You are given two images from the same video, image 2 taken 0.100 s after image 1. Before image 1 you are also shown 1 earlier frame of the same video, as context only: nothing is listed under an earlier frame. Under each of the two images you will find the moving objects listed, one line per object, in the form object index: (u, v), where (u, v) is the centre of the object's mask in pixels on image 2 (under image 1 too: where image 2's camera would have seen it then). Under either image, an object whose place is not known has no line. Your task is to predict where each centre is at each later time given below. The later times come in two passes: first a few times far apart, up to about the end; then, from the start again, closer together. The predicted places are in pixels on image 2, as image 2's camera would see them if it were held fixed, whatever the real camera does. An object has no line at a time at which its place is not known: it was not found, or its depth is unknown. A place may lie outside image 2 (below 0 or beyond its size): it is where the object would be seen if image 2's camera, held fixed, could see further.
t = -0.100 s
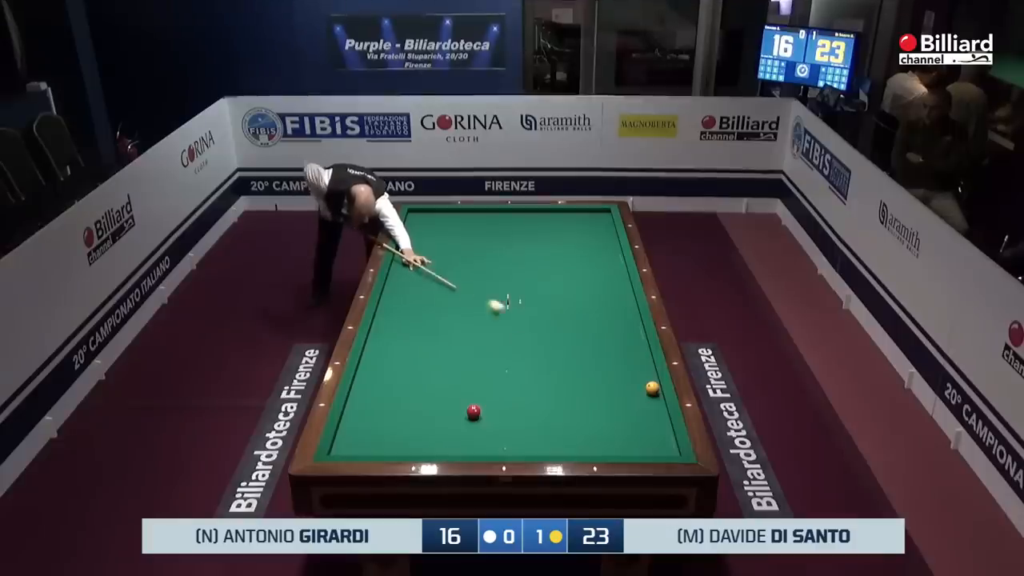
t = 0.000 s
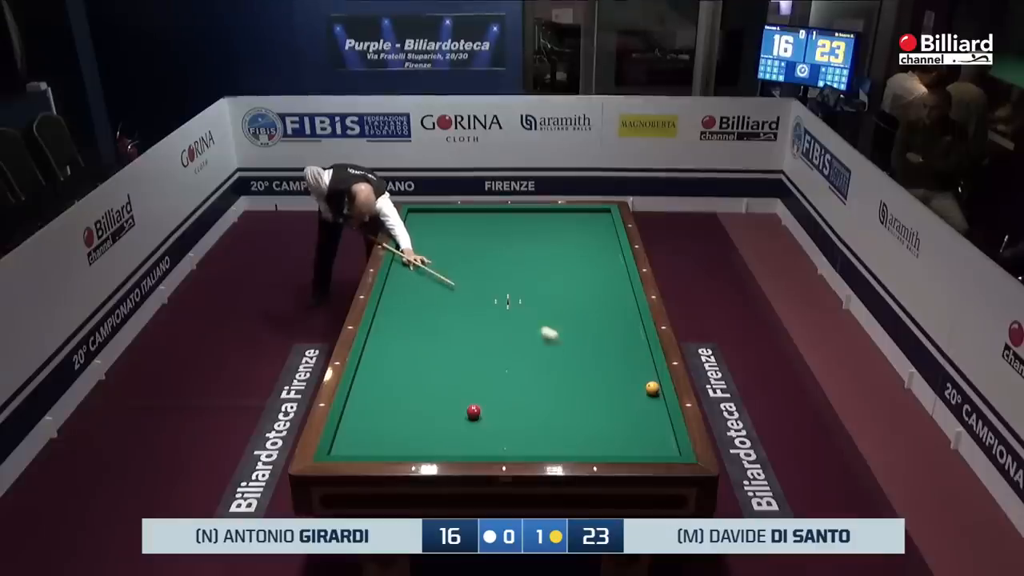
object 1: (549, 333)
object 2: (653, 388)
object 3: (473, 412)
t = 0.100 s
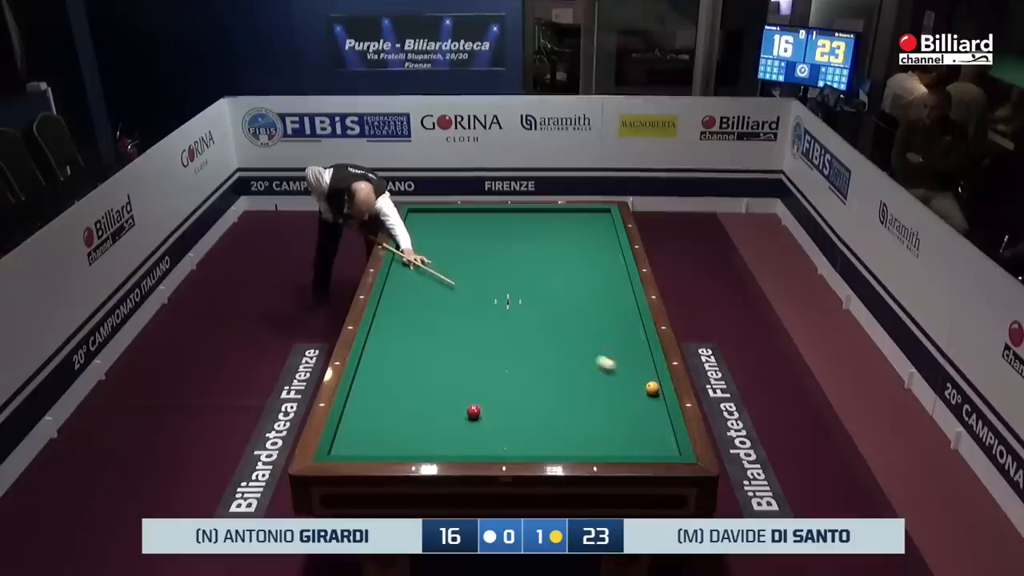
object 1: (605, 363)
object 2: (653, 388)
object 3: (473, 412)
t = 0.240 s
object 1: (643, 384)
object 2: (631, 407)
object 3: (473, 412)
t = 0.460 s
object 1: (645, 385)
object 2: (546, 450)
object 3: (473, 412)
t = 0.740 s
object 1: (647, 385)
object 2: (456, 418)
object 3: (474, 407)
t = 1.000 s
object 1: (648, 386)
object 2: (381, 409)
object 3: (475, 389)
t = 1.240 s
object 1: (649, 387)
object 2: (379, 395)
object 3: (476, 374)
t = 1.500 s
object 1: (649, 387)
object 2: (424, 377)
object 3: (477, 359)
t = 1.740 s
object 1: (649, 387)
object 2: (459, 362)
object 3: (478, 346)
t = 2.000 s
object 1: (649, 387)
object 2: (495, 347)
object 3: (479, 334)
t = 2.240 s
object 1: (649, 386)
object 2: (526, 334)
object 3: (480, 323)
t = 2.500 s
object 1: (650, 386)
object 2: (557, 321)
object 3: (481, 312)
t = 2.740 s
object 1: (650, 387)
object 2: (583, 310)
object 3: (482, 302)
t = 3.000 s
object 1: (650, 387)
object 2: (611, 299)
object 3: (483, 293)
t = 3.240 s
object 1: (649, 387)
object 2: (624, 290)
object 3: (484, 285)
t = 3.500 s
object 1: (650, 387)
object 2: (608, 284)
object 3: (486, 277)
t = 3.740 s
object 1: (650, 387)
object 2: (595, 279)
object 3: (486, 270)
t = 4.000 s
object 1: (650, 387)
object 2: (581, 273)
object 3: (488, 262)
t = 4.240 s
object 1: (650, 387)
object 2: (569, 269)
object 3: (489, 256)
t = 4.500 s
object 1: (650, 387)
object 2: (557, 264)
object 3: (489, 250)
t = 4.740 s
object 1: (650, 386)
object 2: (547, 259)
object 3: (490, 244)
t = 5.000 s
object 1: (650, 386)
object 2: (536, 255)
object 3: (491, 239)
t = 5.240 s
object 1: (650, 387)
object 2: (527, 251)
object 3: (492, 234)
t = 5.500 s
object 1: (650, 387)
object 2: (517, 248)
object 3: (493, 229)
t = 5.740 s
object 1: (650, 386)
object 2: (508, 244)
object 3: (493, 225)
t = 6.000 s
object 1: (650, 387)
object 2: (500, 241)
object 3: (494, 221)
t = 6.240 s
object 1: (650, 387)
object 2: (492, 238)
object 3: (495, 217)
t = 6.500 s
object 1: (650, 386)
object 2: (484, 235)
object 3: (495, 214)
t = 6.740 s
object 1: (650, 386)
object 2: (478, 232)
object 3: (496, 211)
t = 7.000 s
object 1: (650, 386)
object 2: (471, 230)
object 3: (495, 212)
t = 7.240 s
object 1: (650, 386)
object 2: (465, 228)
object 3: (496, 213)
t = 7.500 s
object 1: (650, 386)
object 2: (459, 225)
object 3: (496, 216)
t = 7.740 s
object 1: (650, 386)
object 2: (454, 224)
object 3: (496, 217)
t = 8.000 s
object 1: (650, 387)
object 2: (448, 222)
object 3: (496, 219)
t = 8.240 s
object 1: (650, 386)
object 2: (444, 220)
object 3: (496, 220)
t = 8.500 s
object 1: (650, 386)
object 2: (439, 219)
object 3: (497, 222)
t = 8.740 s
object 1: (650, 387)
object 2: (435, 217)
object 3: (497, 223)
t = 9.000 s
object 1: (650, 386)
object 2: (431, 216)
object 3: (497, 224)
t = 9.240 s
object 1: (650, 386)
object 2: (428, 214)
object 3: (497, 225)
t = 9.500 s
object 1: (650, 387)
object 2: (424, 213)
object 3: (497, 226)
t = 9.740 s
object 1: (650, 386)
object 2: (422, 212)
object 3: (497, 226)
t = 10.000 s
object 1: (650, 387)
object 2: (419, 212)
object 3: (496, 227)
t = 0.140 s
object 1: (630, 376)
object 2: (652, 388)
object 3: (473, 412)
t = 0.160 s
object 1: (640, 382)
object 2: (653, 389)
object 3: (473, 412)
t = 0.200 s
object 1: (642, 383)
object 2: (646, 398)
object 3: (473, 412)
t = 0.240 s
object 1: (643, 384)
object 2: (631, 407)
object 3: (473, 412)
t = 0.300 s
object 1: (643, 384)
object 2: (608, 419)
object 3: (473, 412)
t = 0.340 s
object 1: (643, 384)
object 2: (592, 429)
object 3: (473, 412)
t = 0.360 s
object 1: (644, 384)
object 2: (585, 433)
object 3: (473, 412)
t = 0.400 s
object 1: (644, 384)
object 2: (569, 442)
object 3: (473, 412)
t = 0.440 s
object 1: (645, 384)
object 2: (555, 448)
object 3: (473, 412)
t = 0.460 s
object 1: (645, 385)
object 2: (546, 450)
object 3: (473, 412)
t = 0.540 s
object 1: (645, 385)
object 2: (518, 439)
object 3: (473, 412)
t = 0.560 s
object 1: (646, 385)
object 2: (511, 436)
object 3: (473, 412)
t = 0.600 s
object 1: (646, 385)
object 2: (498, 430)
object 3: (473, 412)
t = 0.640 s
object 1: (646, 385)
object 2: (485, 425)
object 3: (473, 412)
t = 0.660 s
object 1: (646, 385)
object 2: (480, 423)
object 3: (473, 411)
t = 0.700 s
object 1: (647, 385)
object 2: (467, 419)
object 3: (474, 409)
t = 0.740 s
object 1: (647, 385)
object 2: (456, 418)
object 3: (474, 407)
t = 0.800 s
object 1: (647, 386)
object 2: (438, 417)
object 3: (474, 402)
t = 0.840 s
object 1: (647, 386)
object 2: (427, 416)
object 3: (474, 399)
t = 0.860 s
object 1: (648, 386)
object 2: (421, 414)
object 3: (474, 398)
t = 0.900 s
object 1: (648, 386)
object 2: (410, 413)
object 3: (474, 395)
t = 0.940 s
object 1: (648, 386)
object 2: (398, 411)
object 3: (475, 392)
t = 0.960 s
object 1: (648, 386)
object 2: (393, 410)
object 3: (475, 391)
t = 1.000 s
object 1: (648, 386)
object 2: (381, 409)
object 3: (475, 389)
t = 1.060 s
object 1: (649, 386)
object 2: (365, 406)
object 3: (475, 385)
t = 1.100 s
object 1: (649, 386)
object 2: (354, 405)
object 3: (476, 382)
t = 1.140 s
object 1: (649, 386)
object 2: (356, 402)
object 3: (476, 380)
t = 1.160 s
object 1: (649, 386)
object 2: (361, 401)
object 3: (476, 378)
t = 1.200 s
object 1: (649, 387)
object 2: (370, 398)
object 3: (476, 376)
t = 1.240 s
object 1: (649, 387)
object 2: (379, 395)
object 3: (476, 374)
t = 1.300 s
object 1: (649, 387)
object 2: (391, 391)
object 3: (476, 370)
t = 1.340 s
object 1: (649, 387)
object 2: (398, 388)
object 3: (476, 368)
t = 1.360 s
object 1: (649, 387)
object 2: (401, 387)
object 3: (476, 367)
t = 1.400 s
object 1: (649, 387)
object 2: (408, 384)
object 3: (477, 364)
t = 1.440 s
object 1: (649, 387)
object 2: (414, 381)
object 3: (477, 362)
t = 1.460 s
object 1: (650, 387)
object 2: (417, 380)
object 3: (477, 361)
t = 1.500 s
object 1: (649, 387)
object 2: (424, 377)
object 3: (477, 359)
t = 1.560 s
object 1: (649, 387)
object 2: (433, 373)
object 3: (478, 356)
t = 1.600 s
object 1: (649, 386)
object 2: (439, 371)
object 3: (478, 354)
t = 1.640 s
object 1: (649, 386)
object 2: (445, 368)
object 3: (478, 351)
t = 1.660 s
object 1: (649, 387)
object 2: (448, 367)
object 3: (478, 350)
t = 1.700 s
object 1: (649, 386)
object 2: (453, 365)
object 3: (478, 348)
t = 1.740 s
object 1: (649, 387)
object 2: (459, 362)
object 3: (478, 346)
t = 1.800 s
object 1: (650, 386)
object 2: (467, 359)
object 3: (478, 343)
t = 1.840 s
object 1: (650, 386)
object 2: (473, 356)
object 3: (478, 341)
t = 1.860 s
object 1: (649, 387)
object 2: (476, 355)
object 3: (479, 340)
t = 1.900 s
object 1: (650, 386)
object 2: (481, 353)
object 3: (479, 338)
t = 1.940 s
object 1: (649, 386)
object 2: (487, 351)
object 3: (479, 336)
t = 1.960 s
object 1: (649, 387)
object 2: (490, 350)
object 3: (479, 336)
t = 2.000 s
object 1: (649, 387)
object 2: (495, 347)
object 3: (479, 334)
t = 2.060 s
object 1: (649, 387)
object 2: (503, 344)
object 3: (479, 331)
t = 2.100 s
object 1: (649, 386)
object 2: (508, 342)
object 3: (479, 329)
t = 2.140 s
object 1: (649, 386)
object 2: (513, 339)
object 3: (480, 327)
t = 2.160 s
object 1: (649, 387)
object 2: (516, 339)
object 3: (480, 326)
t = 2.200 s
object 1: (649, 386)
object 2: (521, 336)
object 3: (480, 324)
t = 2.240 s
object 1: (649, 386)
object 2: (526, 334)
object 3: (480, 323)
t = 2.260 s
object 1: (649, 387)
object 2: (528, 333)
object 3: (480, 322)
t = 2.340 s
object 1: (649, 386)
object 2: (538, 329)
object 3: (480, 318)
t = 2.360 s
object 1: (649, 387)
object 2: (540, 328)
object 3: (480, 318)
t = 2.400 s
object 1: (649, 386)
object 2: (545, 326)
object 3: (480, 316)
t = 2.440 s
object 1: (649, 387)
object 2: (550, 324)
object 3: (481, 314)
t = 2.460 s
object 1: (650, 387)
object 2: (552, 323)
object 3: (481, 313)
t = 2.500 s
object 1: (650, 386)
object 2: (557, 321)
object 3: (481, 312)
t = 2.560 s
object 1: (650, 387)
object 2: (564, 318)
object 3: (481, 309)
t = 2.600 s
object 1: (650, 387)
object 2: (568, 317)
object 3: (481, 308)
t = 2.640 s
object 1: (650, 387)
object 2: (572, 315)
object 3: (481, 306)
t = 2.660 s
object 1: (650, 387)
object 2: (575, 314)
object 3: (481, 305)
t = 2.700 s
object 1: (650, 386)
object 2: (579, 312)
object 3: (482, 304)
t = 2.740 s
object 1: (650, 387)
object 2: (583, 310)
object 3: (482, 302)
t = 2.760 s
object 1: (650, 386)
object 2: (586, 310)
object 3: (482, 301)
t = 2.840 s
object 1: (650, 386)
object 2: (594, 306)
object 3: (482, 299)
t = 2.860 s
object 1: (650, 387)
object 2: (596, 305)
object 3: (482, 298)
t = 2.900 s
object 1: (650, 386)
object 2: (601, 303)
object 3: (482, 297)
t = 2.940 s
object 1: (650, 387)
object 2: (605, 302)
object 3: (483, 295)
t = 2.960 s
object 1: (650, 387)
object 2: (608, 301)
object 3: (483, 294)
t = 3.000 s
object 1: (650, 387)
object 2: (611, 299)
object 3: (483, 293)
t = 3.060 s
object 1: (650, 387)
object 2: (617, 297)
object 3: (483, 291)
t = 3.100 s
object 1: (650, 387)
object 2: (620, 295)
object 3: (483, 289)
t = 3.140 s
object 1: (649, 387)
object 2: (625, 293)
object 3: (484, 288)
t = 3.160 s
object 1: (650, 387)
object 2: (627, 292)
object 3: (484, 288)
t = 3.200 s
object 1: (650, 387)
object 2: (628, 291)
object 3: (484, 286)
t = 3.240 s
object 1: (649, 387)
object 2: (624, 290)
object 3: (484, 285)
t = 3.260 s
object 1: (650, 387)
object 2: (622, 290)
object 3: (484, 284)
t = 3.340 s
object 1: (650, 387)
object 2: (617, 288)
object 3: (484, 282)
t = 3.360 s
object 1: (650, 387)
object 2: (616, 287)
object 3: (485, 281)
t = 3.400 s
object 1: (650, 387)
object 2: (614, 287)
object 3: (485, 280)
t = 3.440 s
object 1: (650, 387)
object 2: (611, 286)
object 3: (485, 279)
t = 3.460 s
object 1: (650, 387)
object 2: (610, 285)
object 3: (485, 278)
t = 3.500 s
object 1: (650, 387)
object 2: (608, 284)
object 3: (486, 277)
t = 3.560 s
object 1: (650, 387)
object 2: (605, 283)
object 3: (486, 275)
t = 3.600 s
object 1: (650, 387)
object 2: (602, 282)
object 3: (486, 274)
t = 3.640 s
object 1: (650, 387)
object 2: (600, 281)
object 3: (486, 273)
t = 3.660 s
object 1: (650, 387)
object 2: (599, 281)
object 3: (486, 272)
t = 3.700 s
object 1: (650, 387)
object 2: (597, 280)
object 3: (486, 271)
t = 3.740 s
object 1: (650, 387)
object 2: (595, 279)
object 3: (486, 270)
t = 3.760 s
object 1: (650, 387)
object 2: (594, 278)
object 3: (486, 269)
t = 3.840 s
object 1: (649, 387)
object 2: (590, 277)
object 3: (487, 267)
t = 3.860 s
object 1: (650, 387)
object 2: (588, 276)
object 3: (487, 266)
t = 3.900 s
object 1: (650, 387)
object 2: (586, 275)
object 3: (487, 265)
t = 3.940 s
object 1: (650, 387)
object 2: (584, 275)
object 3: (488, 264)
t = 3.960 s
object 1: (650, 387)
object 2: (583, 274)
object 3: (488, 263)
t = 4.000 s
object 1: (650, 387)
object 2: (581, 273)
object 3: (488, 262)
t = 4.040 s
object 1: (650, 387)
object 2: (579, 273)
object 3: (488, 261)
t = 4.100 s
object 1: (650, 387)
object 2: (576, 271)
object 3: (488, 260)
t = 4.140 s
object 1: (650, 386)
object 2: (574, 271)
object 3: (488, 259)
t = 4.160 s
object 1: (650, 387)
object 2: (573, 270)
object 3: (489, 258)
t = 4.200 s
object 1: (650, 387)
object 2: (571, 270)
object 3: (488, 257)
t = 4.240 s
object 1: (650, 387)
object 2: (569, 269)
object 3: (489, 256)
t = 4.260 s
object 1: (650, 387)
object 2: (568, 268)
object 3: (489, 256)
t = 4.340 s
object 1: (650, 386)
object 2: (565, 267)
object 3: (489, 254)
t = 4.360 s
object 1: (650, 387)
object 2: (564, 266)
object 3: (489, 253)
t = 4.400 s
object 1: (650, 387)
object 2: (562, 266)
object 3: (489, 252)
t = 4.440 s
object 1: (650, 387)
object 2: (560, 265)
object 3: (489, 251)
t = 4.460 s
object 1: (650, 387)
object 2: (559, 265)
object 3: (489, 251)
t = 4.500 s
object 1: (650, 387)
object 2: (557, 264)
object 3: (489, 250)
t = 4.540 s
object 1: (650, 387)
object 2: (556, 263)
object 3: (490, 249)
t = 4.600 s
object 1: (650, 387)
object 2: (553, 262)
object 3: (490, 248)
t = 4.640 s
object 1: (650, 387)
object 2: (551, 261)
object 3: (490, 247)
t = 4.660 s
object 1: (650, 387)
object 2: (550, 261)
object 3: (490, 246)
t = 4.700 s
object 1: (650, 386)
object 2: (548, 260)
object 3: (490, 245)
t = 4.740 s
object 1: (650, 386)
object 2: (547, 259)
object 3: (490, 244)
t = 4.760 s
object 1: (650, 386)
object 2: (546, 259)
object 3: (490, 244)
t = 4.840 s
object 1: (650, 386)
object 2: (543, 258)
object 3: (491, 242)
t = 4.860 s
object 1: (650, 387)
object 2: (542, 257)
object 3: (491, 242)
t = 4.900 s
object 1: (650, 387)
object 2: (540, 257)
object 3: (491, 241)
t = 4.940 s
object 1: (650, 386)
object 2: (538, 256)
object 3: (491, 240)
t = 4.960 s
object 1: (650, 387)
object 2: (538, 256)
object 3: (491, 240)
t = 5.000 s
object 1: (650, 386)
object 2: (536, 255)
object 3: (491, 239)
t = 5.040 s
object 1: (650, 386)
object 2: (534, 254)
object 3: (491, 238)
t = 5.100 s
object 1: (650, 386)
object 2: (532, 253)
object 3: (492, 237)
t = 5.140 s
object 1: (650, 387)
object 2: (531, 253)
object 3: (492, 236)
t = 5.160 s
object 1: (650, 386)
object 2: (530, 253)
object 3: (492, 236)
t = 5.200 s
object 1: (650, 387)
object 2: (528, 252)
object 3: (492, 235)
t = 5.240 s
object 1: (650, 387)
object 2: (527, 251)
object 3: (492, 234)
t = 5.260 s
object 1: (650, 386)
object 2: (526, 251)
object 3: (492, 234)
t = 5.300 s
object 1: (650, 386)
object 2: (524, 251)
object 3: (492, 233)
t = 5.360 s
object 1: (650, 387)
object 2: (522, 250)
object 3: (492, 232)
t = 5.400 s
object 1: (650, 386)
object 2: (521, 249)
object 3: (492, 231)
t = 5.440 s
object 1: (650, 386)
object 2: (519, 248)
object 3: (493, 230)
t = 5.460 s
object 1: (650, 386)
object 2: (518, 248)
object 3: (493, 230)
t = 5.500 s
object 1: (650, 387)
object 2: (517, 248)
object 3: (493, 229)
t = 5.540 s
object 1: (650, 386)
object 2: (516, 247)
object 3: (493, 229)
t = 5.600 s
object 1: (650, 386)
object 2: (513, 246)
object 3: (493, 228)
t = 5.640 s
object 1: (650, 387)
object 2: (512, 246)
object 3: (493, 227)
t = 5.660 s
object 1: (650, 386)
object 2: (511, 246)
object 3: (493, 227)
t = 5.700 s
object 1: (650, 386)
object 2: (510, 245)
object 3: (493, 226)
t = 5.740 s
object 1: (650, 386)
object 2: (508, 244)
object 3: (493, 225)
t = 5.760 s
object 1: (650, 387)
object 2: (508, 244)
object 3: (493, 225)
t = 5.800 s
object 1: (650, 386)
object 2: (506, 243)
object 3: (493, 224)
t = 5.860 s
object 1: (650, 386)
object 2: (504, 243)
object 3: (494, 223)
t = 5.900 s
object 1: (650, 387)
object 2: (503, 242)
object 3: (494, 223)
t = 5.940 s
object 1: (650, 386)
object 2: (502, 242)
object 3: (494, 222)
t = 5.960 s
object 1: (650, 386)
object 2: (501, 242)
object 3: (494, 222)
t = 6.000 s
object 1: (650, 387)
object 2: (500, 241)
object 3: (494, 221)
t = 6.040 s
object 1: (650, 386)
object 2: (499, 241)
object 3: (494, 221)
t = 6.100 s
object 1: (650, 386)
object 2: (497, 240)
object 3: (494, 219)
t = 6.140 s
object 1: (650, 387)
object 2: (495, 239)
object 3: (494, 219)
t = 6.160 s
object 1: (650, 386)
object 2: (495, 239)
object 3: (495, 218)
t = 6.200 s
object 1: (650, 386)
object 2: (494, 239)
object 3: (494, 218)
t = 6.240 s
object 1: (650, 387)
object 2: (492, 238)
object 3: (495, 217)
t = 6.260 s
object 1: (650, 386)
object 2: (492, 238)
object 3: (495, 217)
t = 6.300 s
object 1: (650, 386)
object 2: (490, 237)
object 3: (495, 216)
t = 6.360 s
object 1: (650, 387)
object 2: (489, 237)
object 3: (495, 216)
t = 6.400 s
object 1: (650, 386)
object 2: (488, 236)
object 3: (495, 215)
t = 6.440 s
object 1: (650, 386)
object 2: (486, 236)
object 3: (495, 215)
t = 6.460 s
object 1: (650, 387)
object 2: (486, 236)
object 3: (495, 214)
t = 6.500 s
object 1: (650, 386)
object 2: (484, 235)
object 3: (495, 214)
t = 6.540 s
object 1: (650, 387)
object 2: (484, 235)
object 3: (495, 213)
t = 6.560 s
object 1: (650, 386)
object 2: (483, 235)
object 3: (495, 213)
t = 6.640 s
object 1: (650, 387)
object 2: (481, 234)
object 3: (495, 212)
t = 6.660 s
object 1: (650, 387)
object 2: (480, 233)
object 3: (495, 211)
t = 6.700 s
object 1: (650, 387)
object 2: (479, 233)
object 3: (495, 211)
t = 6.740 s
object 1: (650, 386)
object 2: (478, 232)
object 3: (496, 211)
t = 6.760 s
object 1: (650, 386)
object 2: (478, 232)
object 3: (495, 211)
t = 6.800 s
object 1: (650, 387)
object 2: (476, 232)
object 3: (495, 211)
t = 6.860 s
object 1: (650, 386)
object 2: (475, 232)
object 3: (495, 211)
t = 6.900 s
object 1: (650, 386)
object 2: (474, 231)
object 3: (495, 211)
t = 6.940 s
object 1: (650, 387)
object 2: (473, 231)
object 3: (495, 212)
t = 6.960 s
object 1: (650, 386)
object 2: (472, 230)
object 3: (495, 212)
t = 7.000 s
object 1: (650, 386)
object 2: (471, 230)
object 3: (495, 212)
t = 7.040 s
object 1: (650, 387)
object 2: (470, 230)
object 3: (495, 212)
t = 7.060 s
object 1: (650, 387)
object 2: (469, 229)
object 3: (496, 212)
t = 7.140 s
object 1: (650, 386)
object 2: (468, 229)
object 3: (496, 213)
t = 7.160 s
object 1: (650, 386)
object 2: (467, 228)
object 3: (496, 213)
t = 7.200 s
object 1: (650, 387)
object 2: (466, 228)
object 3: (496, 213)
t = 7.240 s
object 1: (650, 386)
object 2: (465, 228)
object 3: (496, 213)
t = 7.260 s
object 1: (650, 386)
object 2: (465, 227)
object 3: (496, 214)
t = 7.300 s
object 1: (650, 387)
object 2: (464, 227)
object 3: (496, 214)
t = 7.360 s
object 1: (650, 387)
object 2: (462, 227)
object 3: (496, 215)
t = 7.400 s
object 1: (650, 386)
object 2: (462, 226)
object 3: (496, 215)
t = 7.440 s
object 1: (650, 387)
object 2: (461, 226)
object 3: (496, 215)
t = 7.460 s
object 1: (650, 386)
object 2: (460, 226)
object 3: (496, 216)
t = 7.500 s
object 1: (650, 386)
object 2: (459, 225)
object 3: (496, 216)
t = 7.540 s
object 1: (650, 387)
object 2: (458, 225)
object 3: (496, 216)
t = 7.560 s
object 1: (650, 387)
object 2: (458, 225)
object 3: (496, 216)
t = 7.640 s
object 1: (650, 387)
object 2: (456, 224)
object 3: (496, 216)
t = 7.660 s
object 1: (650, 386)
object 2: (455, 224)
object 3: (496, 216)
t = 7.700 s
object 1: (650, 386)
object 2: (455, 224)
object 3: (496, 217)
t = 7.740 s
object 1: (650, 386)
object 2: (454, 224)
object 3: (496, 217)
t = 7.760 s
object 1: (650, 387)
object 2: (454, 223)
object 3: (496, 217)
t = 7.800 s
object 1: (650, 386)
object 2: (453, 223)
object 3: (496, 218)
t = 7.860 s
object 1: (650, 387)
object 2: (451, 223)
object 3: (496, 218)
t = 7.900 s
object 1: (650, 387)
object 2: (450, 222)
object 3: (496, 218)
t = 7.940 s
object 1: (650, 386)
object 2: (450, 222)
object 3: (496, 218)
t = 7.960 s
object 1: (650, 386)
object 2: (449, 222)
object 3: (496, 218)
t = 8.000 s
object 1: (650, 387)
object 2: (448, 222)
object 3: (496, 219)
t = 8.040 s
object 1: (650, 386)
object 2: (448, 221)
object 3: (496, 219)
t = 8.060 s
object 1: (650, 387)
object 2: (447, 221)
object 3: (496, 219)
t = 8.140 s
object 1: (650, 387)
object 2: (446, 221)
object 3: (496, 219)
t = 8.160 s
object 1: (650, 386)
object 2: (445, 221)
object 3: (496, 219)
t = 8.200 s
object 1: (650, 386)
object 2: (445, 220)
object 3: (496, 220)
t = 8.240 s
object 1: (650, 386)
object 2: (444, 220)
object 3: (496, 220)
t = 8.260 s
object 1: (650, 386)
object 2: (443, 220)
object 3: (496, 220)
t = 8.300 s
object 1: (650, 386)
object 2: (443, 220)
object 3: (496, 221)
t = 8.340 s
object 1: (650, 386)
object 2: (442, 220)
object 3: (496, 221)
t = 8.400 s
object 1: (650, 386)
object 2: (441, 219)
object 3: (496, 221)
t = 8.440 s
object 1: (650, 387)
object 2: (440, 219)
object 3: (496, 221)
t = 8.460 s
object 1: (650, 387)
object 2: (440, 219)
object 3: (496, 222)
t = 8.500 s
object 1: (650, 386)
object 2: (439, 219)
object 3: (497, 222)
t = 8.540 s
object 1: (650, 386)
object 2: (438, 218)
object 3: (497, 222)
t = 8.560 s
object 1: (650, 386)
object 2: (438, 218)
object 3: (497, 222)
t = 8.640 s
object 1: (650, 386)
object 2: (437, 218)
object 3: (497, 222)
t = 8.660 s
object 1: (650, 386)
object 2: (436, 217)
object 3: (497, 222)
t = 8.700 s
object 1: (649, 387)
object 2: (436, 217)
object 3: (497, 223)
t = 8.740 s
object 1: (650, 387)
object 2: (435, 217)
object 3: (497, 223)
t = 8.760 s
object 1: (650, 386)
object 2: (435, 217)
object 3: (497, 223)
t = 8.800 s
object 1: (650, 387)
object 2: (434, 217)
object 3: (497, 223)
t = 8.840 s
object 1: (650, 386)
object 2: (434, 217)
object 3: (497, 223)
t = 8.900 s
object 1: (650, 386)
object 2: (433, 216)
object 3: (497, 224)
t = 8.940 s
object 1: (650, 386)
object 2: (432, 216)
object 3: (497, 224)
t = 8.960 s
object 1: (650, 387)
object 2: (432, 216)
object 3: (497, 224)
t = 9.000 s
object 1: (650, 386)
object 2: (431, 216)
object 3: (497, 224)
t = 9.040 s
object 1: (650, 387)
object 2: (430, 215)
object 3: (497, 224)
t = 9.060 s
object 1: (650, 386)
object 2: (430, 215)
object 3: (497, 224)
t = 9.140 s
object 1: (650, 386)
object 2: (429, 215)
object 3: (497, 225)
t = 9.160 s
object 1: (650, 386)
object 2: (429, 215)
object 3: (497, 225)
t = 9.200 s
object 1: (649, 387)
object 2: (428, 215)
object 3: (497, 225)
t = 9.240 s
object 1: (650, 386)
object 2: (428, 214)
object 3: (497, 225)
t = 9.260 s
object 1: (650, 387)
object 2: (427, 214)
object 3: (497, 225)
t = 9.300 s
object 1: (650, 386)
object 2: (427, 214)
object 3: (497, 225)
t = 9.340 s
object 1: (650, 387)
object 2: (426, 214)
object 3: (497, 225)
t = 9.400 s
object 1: (650, 386)
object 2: (426, 214)
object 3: (497, 226)
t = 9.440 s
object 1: (650, 386)
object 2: (425, 214)
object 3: (497, 226)
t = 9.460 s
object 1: (650, 386)
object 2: (425, 214)
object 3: (497, 226)
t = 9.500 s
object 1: (650, 387)
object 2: (424, 213)
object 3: (497, 226)
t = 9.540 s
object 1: (650, 386)
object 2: (424, 213)
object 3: (497, 226)
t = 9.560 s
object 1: (649, 387)
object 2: (423, 213)
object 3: (497, 226)
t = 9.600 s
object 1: (650, 386)
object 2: (423, 213)
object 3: (497, 226)
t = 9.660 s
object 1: (650, 386)
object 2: (422, 213)
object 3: (497, 226)
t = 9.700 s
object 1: (650, 386)
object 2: (422, 213)
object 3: (497, 226)
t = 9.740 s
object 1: (650, 386)
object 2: (422, 212)
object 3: (497, 226)
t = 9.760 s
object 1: (650, 386)
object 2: (421, 212)
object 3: (497, 227)
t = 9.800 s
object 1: (650, 387)
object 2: (421, 212)
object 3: (497, 227)
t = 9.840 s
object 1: (650, 386)
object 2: (420, 212)
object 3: (497, 227)
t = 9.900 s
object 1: (650, 386)
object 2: (420, 212)
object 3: (496, 227)
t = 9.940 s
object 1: (650, 387)
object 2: (419, 212)
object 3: (496, 227)
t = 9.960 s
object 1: (650, 386)
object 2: (419, 212)
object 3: (496, 227)
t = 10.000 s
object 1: (650, 387)
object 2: (419, 212)
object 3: (496, 227)
